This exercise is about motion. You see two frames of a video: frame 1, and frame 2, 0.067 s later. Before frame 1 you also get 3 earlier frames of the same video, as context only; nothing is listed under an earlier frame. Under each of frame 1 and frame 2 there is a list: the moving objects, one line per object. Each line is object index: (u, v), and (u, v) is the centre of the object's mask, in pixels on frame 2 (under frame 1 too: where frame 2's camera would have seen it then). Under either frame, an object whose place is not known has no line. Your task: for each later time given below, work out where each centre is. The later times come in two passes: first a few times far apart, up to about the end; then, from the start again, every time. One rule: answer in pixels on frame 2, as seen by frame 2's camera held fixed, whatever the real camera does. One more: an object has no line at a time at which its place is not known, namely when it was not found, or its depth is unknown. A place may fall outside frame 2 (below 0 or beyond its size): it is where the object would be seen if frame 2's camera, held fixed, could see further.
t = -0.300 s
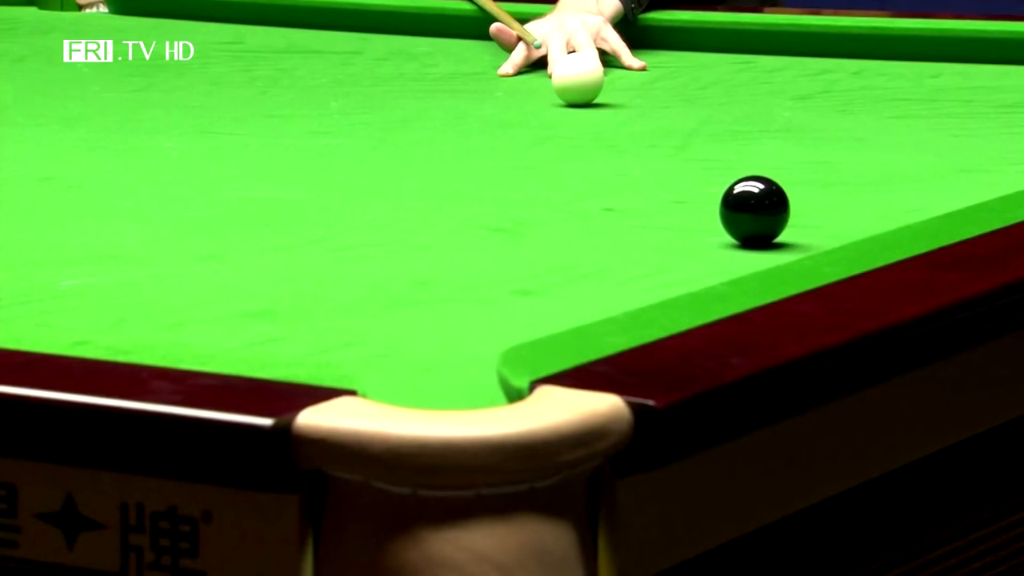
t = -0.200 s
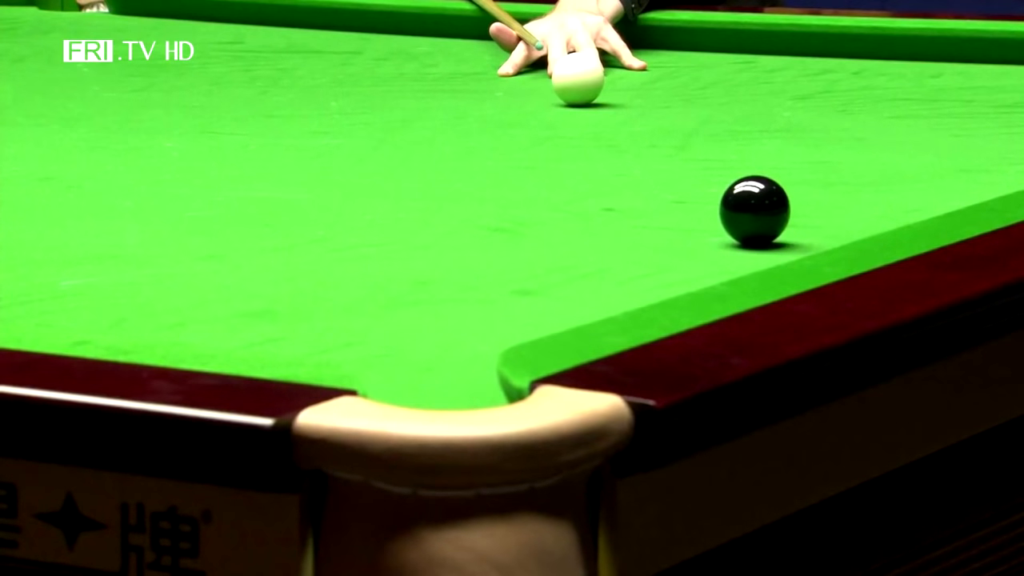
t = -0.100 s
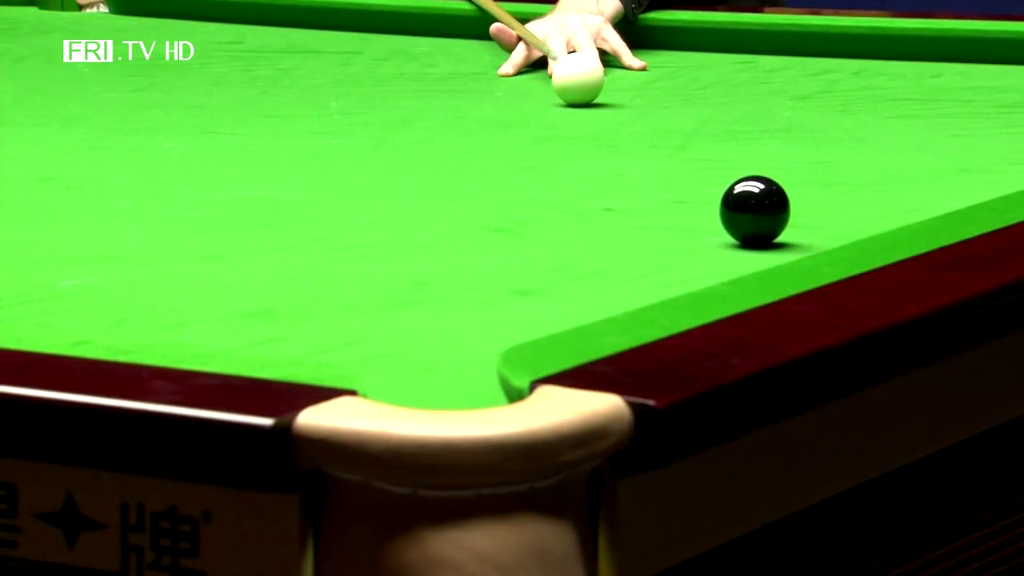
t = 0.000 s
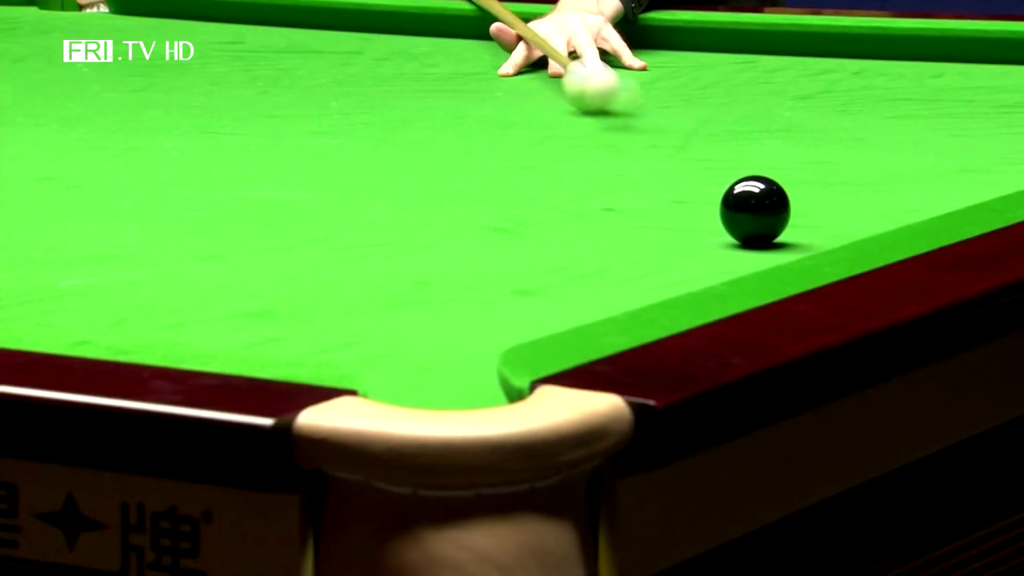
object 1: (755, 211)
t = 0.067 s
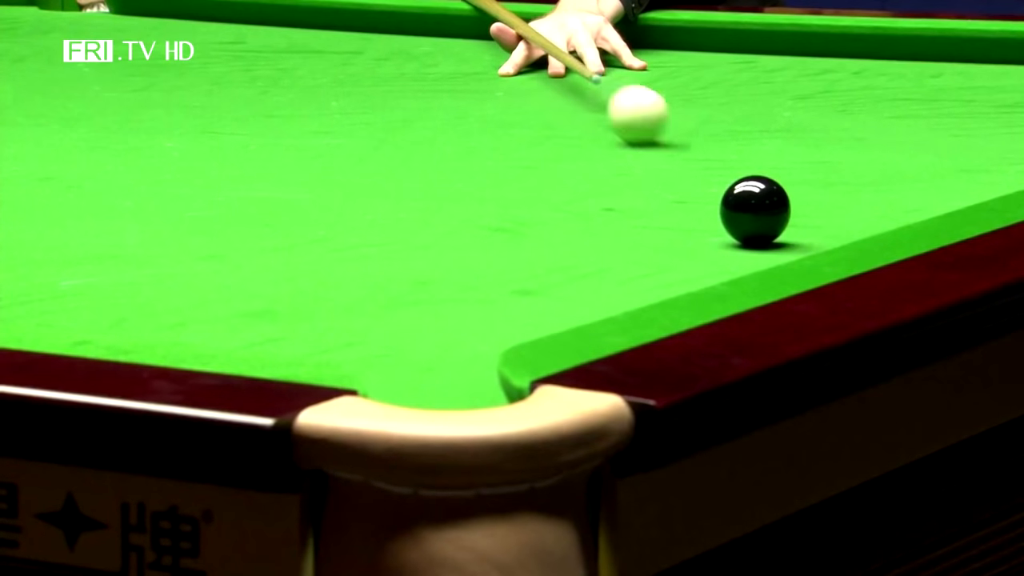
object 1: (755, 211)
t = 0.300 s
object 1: (741, 216)
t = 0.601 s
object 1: (494, 335)
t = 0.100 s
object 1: (755, 210)
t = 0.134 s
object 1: (755, 210)
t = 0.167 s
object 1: (755, 210)
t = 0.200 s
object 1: (755, 211)
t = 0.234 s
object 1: (755, 211)
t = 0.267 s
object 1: (754, 211)
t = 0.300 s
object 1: (741, 216)
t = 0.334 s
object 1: (697, 240)
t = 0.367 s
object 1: (666, 256)
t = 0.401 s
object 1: (654, 261)
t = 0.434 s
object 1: (636, 270)
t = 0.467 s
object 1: (604, 285)
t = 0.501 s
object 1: (587, 291)
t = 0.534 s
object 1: (557, 304)
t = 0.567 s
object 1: (526, 317)
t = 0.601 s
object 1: (494, 335)
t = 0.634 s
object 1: (478, 351)
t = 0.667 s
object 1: (452, 368)
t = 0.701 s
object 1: (437, 372)
